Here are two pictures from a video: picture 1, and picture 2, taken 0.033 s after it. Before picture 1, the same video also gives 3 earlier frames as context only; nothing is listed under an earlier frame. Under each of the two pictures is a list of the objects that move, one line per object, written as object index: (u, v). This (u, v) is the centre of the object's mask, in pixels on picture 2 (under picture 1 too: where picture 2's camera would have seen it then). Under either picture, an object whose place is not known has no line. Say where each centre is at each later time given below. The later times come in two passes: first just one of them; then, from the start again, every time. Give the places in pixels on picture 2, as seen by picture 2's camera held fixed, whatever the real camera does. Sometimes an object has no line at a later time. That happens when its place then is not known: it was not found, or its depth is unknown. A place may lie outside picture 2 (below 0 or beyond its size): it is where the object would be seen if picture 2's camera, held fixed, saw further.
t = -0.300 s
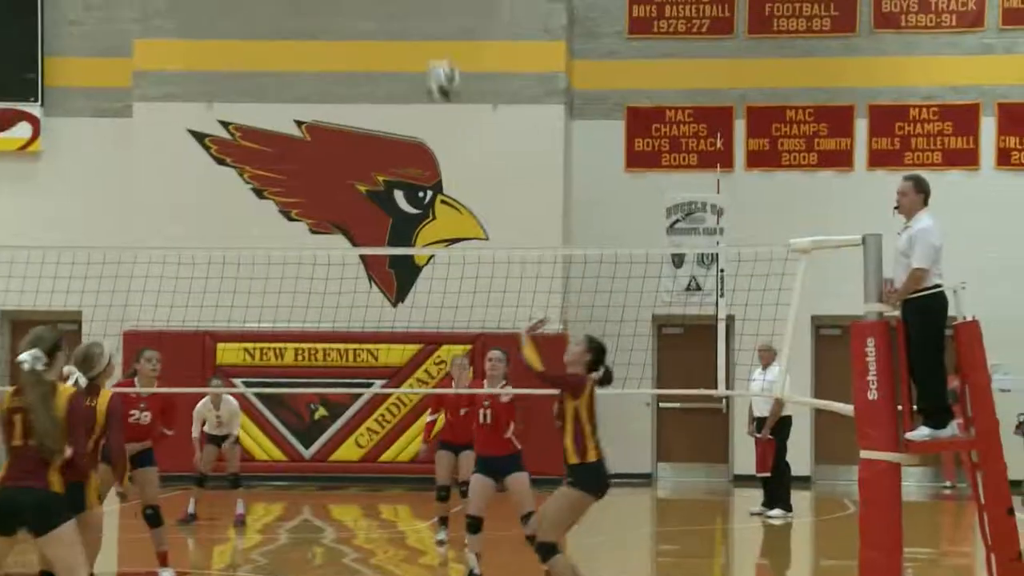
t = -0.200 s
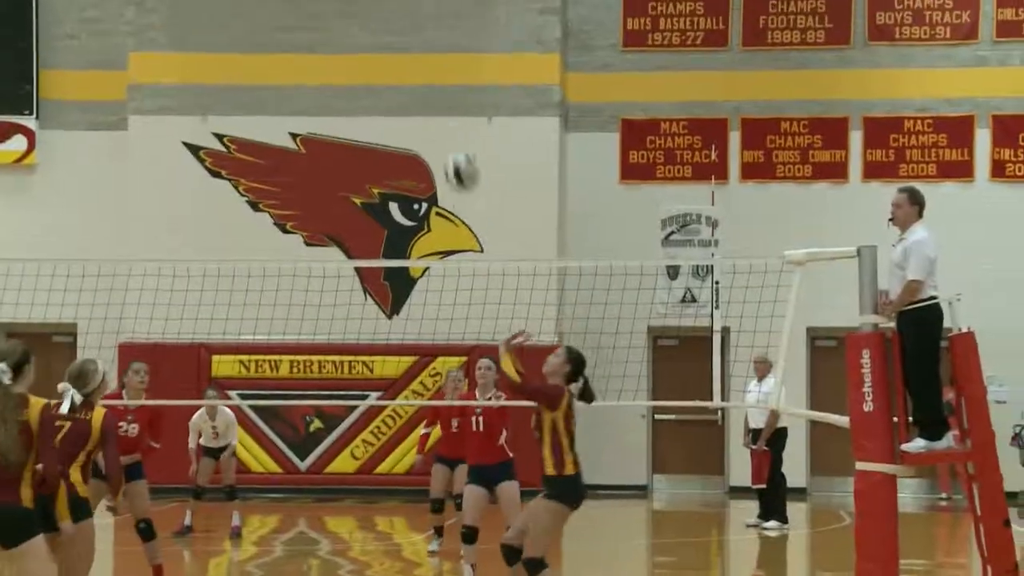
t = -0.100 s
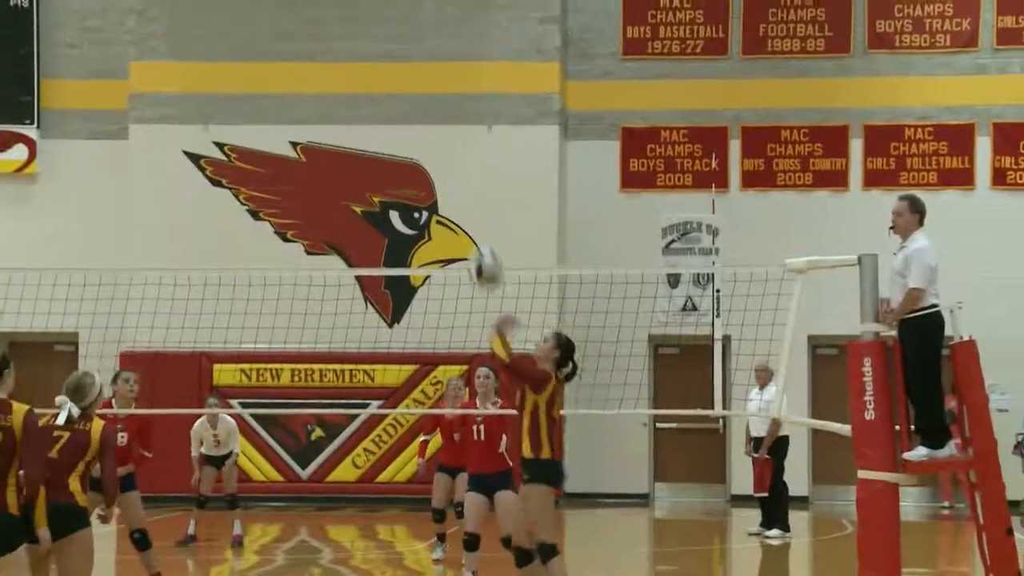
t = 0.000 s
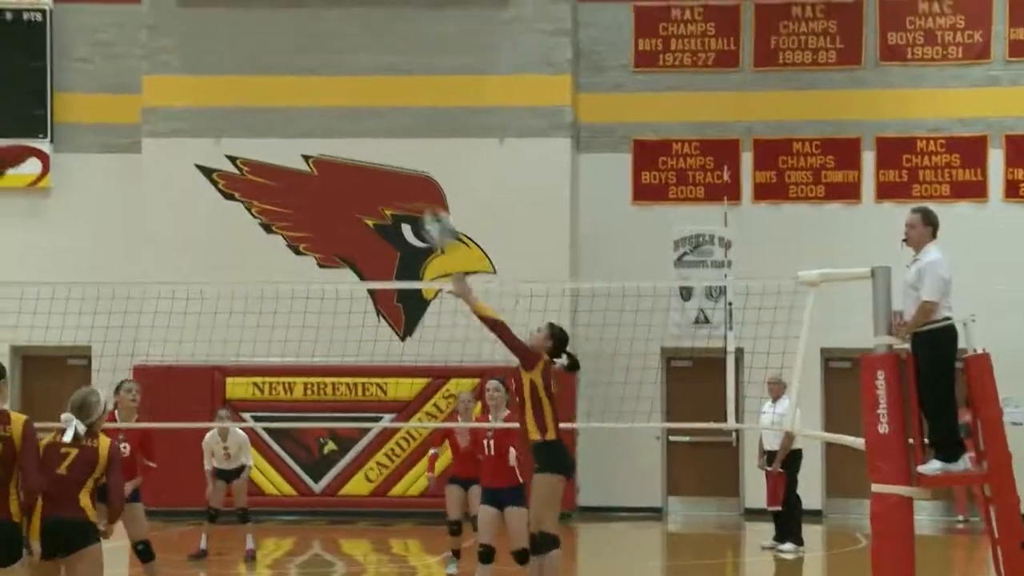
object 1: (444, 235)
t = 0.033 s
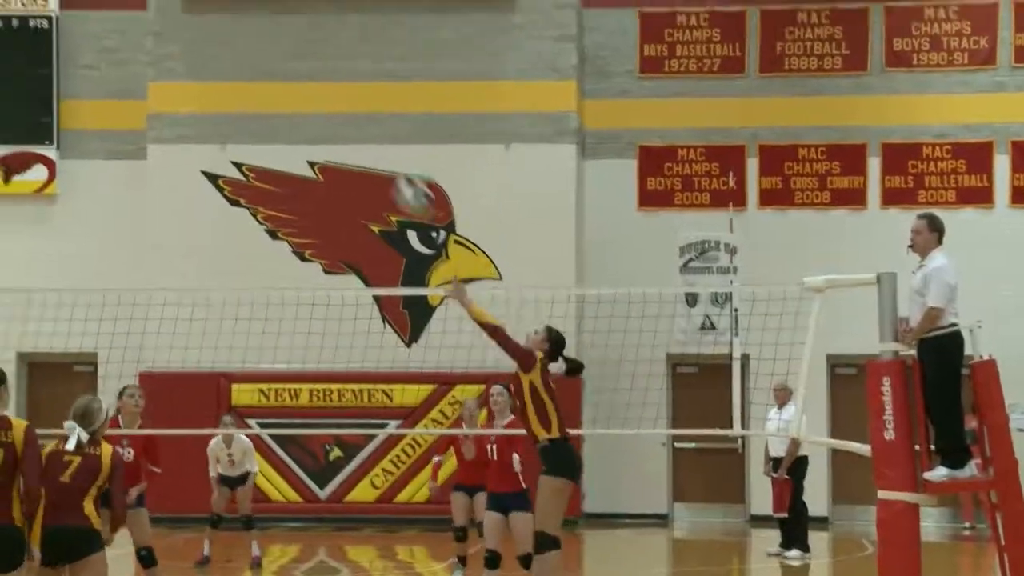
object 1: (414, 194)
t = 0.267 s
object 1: (170, -38)
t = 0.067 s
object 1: (379, 157)
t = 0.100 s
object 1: (345, 121)
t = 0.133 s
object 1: (310, 84)
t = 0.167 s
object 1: (275, 49)
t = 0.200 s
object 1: (241, 19)
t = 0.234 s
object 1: (205, -11)
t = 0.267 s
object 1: (170, -38)
